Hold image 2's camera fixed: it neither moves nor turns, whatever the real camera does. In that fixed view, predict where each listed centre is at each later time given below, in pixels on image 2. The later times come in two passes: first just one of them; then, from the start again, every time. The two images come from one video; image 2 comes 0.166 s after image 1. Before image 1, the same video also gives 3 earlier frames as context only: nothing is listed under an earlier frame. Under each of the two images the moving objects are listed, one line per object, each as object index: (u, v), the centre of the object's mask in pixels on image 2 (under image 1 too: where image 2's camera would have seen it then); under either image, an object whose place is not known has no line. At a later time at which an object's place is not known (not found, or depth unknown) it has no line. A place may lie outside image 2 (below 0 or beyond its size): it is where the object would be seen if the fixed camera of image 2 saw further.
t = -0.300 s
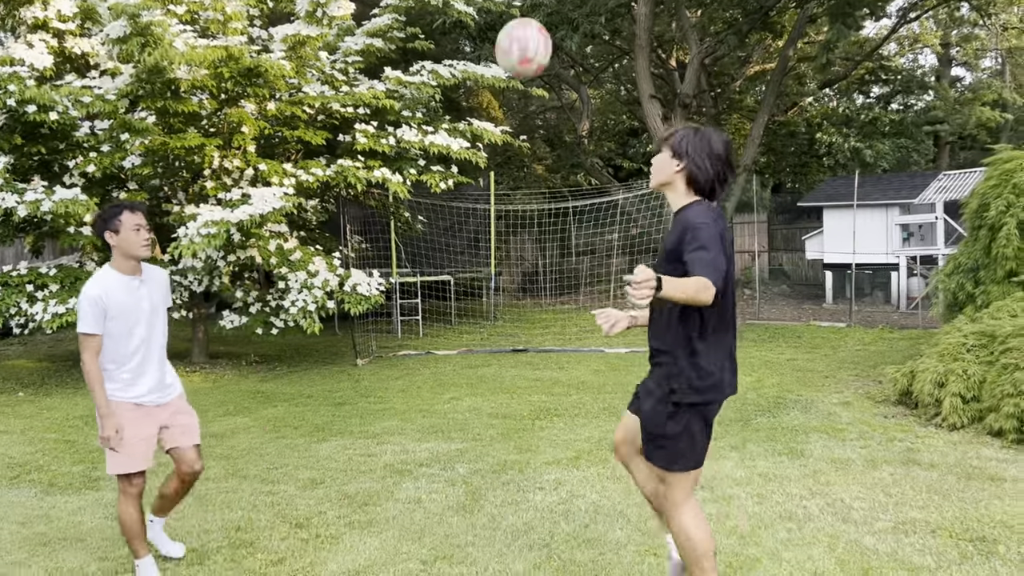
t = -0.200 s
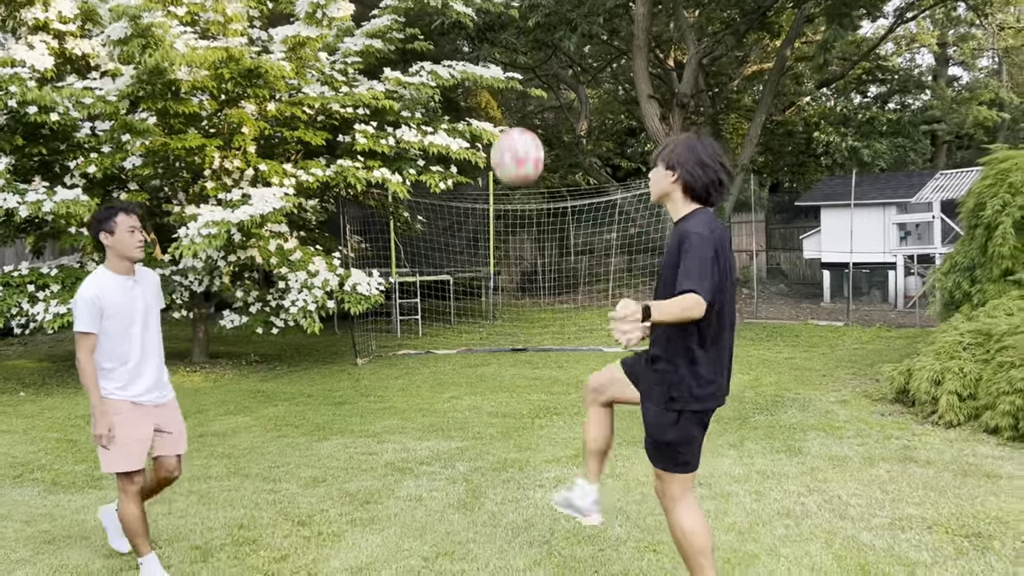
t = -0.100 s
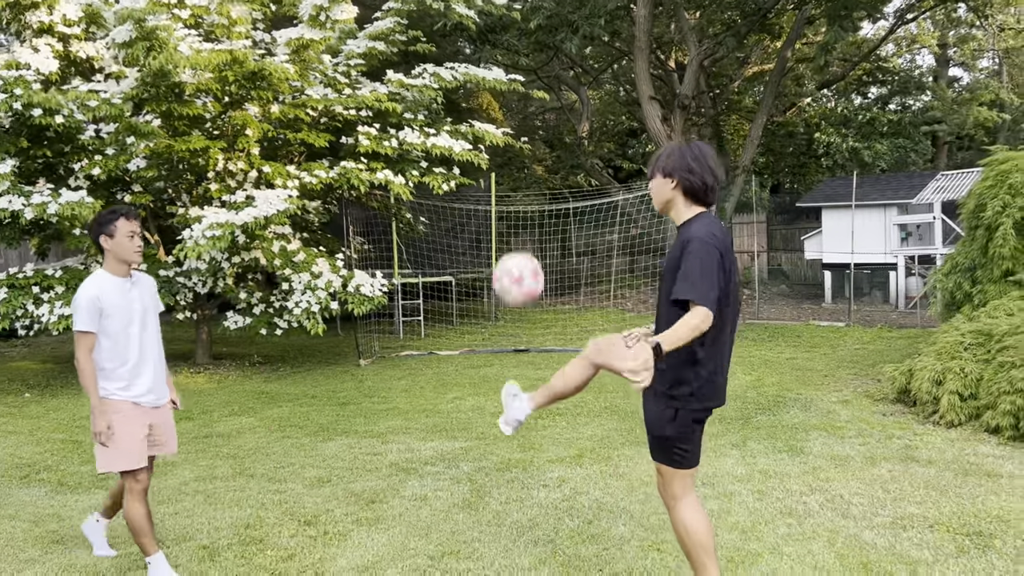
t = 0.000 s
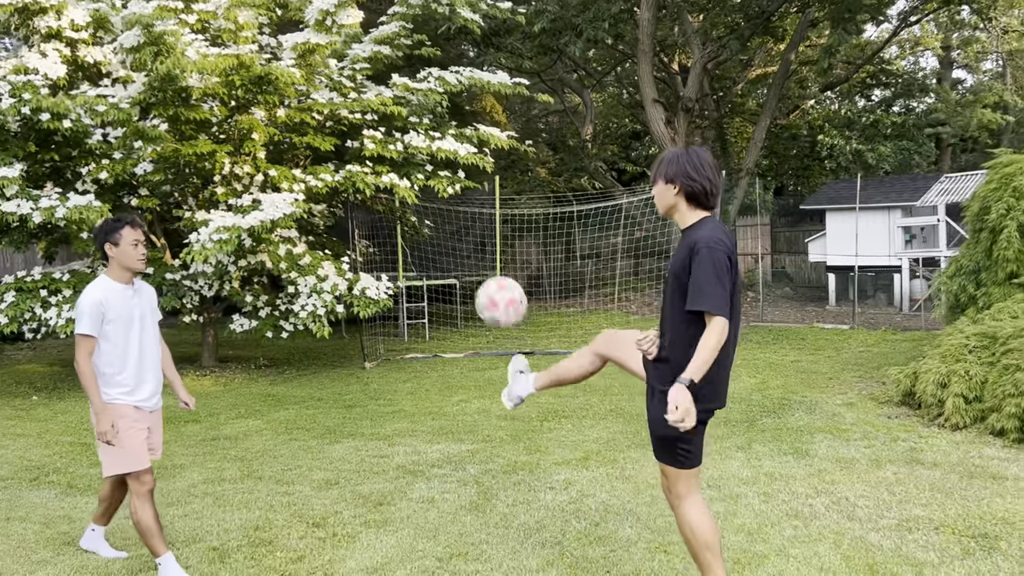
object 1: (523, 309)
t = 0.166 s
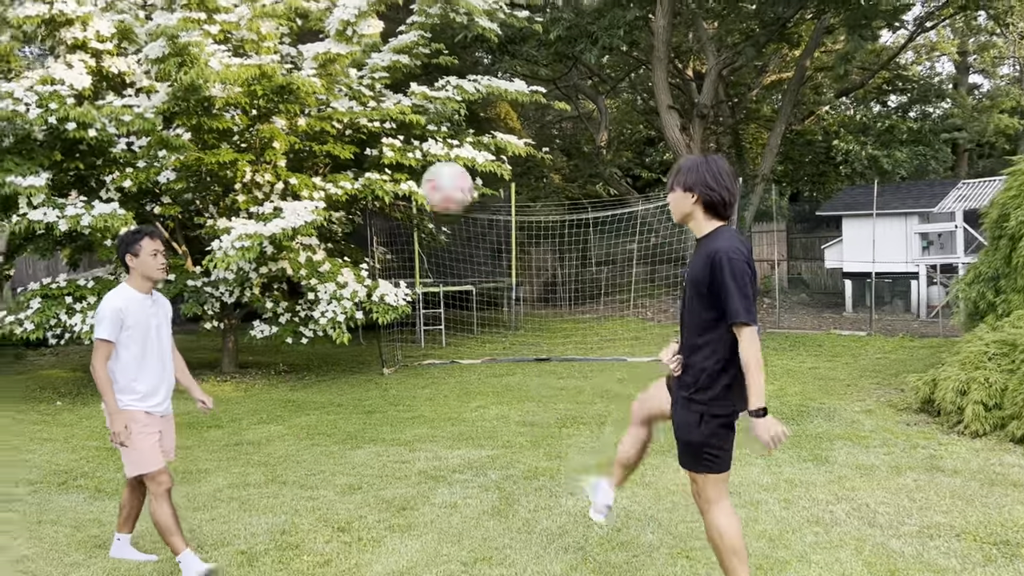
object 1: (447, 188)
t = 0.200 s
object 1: (434, 171)
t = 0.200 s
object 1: (434, 171)
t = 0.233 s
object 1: (419, 156)
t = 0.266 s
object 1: (405, 144)
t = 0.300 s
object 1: (392, 134)
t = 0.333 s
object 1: (380, 127)
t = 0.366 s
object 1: (368, 122)
